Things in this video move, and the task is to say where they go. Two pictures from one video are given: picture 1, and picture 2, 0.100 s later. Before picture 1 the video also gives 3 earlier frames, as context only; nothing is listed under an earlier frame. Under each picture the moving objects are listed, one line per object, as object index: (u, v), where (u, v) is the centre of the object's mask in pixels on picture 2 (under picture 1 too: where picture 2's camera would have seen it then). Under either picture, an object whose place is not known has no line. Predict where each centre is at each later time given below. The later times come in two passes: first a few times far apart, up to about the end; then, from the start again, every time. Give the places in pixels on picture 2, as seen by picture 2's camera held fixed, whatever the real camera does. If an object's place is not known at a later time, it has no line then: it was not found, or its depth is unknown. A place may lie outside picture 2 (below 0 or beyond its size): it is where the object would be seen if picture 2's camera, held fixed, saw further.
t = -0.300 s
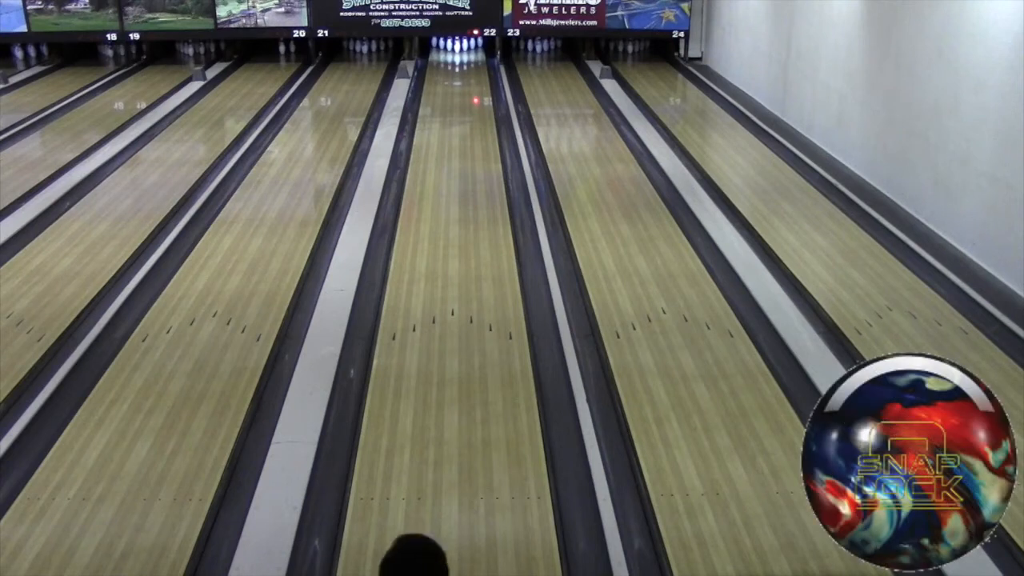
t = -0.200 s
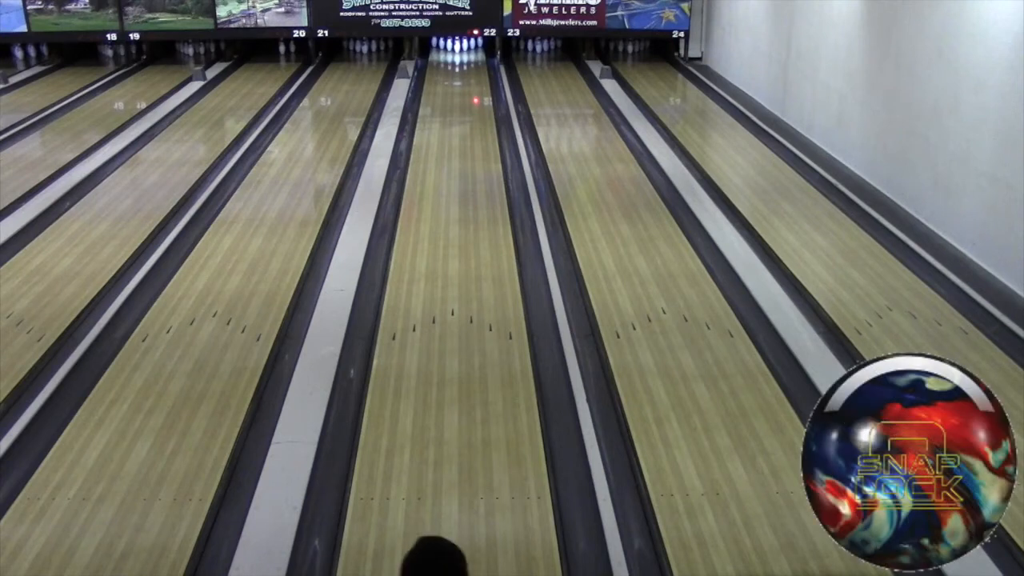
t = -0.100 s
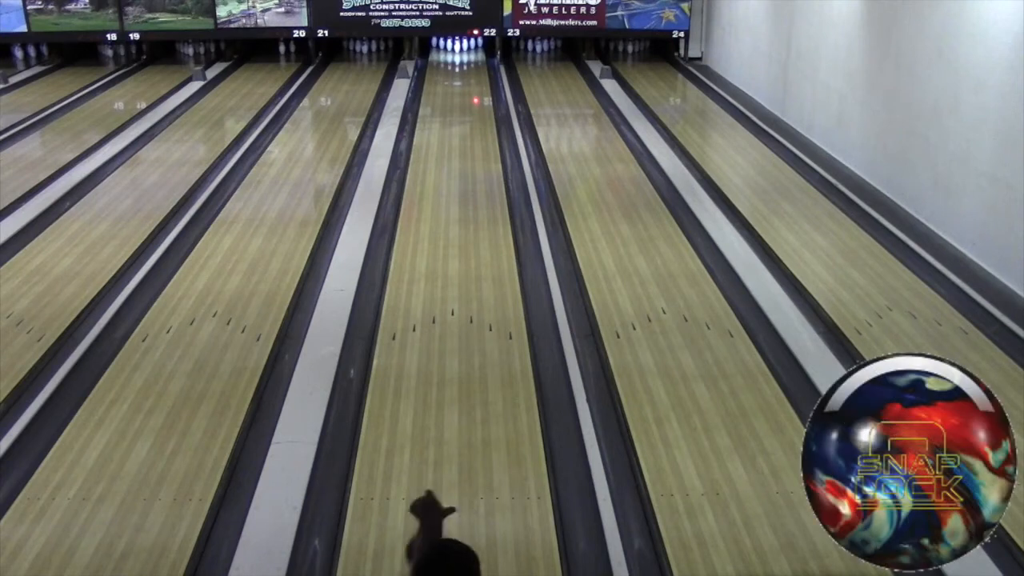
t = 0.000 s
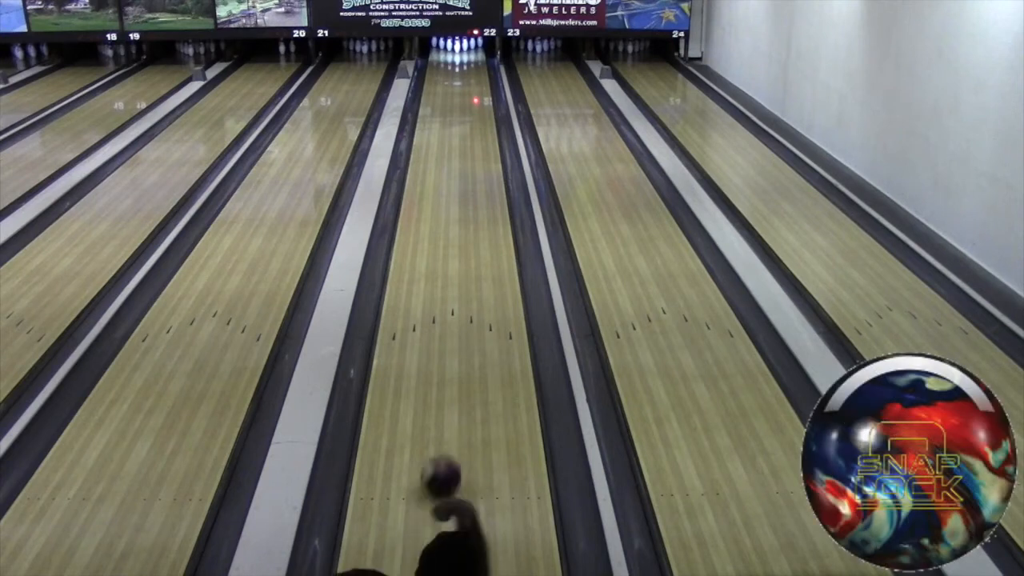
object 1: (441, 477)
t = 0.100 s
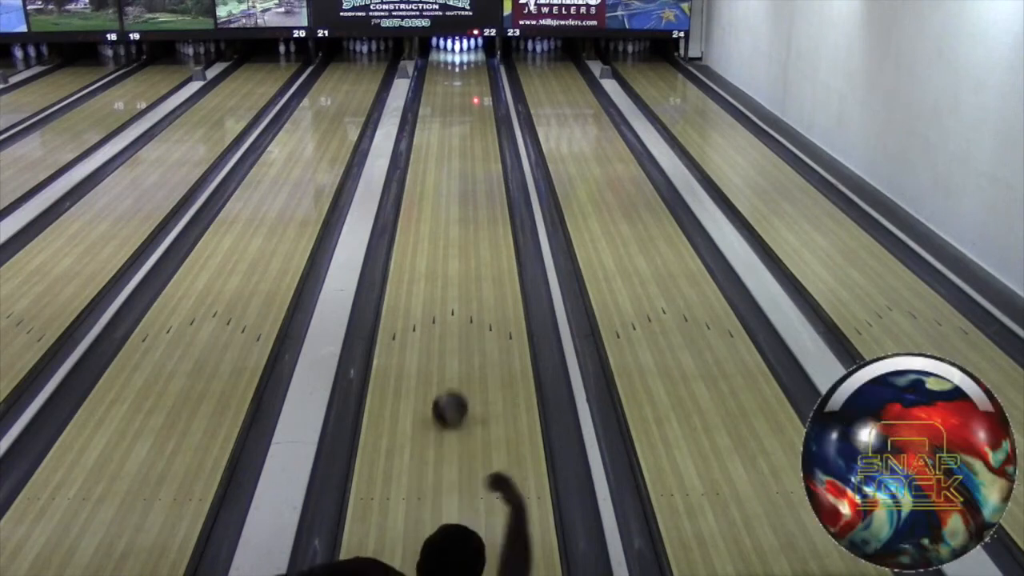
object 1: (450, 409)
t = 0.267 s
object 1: (461, 324)
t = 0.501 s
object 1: (471, 244)
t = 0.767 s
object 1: (478, 182)
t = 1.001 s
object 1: (482, 144)
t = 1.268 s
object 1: (484, 110)
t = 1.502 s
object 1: (482, 89)
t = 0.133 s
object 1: (453, 389)
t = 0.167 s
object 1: (455, 371)
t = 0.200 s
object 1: (457, 354)
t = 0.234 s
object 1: (459, 339)
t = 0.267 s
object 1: (461, 324)
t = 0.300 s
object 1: (463, 310)
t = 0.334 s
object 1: (464, 297)
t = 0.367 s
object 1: (466, 286)
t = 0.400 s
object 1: (468, 274)
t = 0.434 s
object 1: (469, 264)
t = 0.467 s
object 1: (470, 253)
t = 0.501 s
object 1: (471, 244)
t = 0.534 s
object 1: (472, 235)
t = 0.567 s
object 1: (473, 226)
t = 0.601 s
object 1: (474, 218)
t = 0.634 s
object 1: (475, 210)
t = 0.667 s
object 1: (476, 202)
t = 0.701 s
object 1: (476, 195)
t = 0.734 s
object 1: (477, 189)
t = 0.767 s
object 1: (478, 182)
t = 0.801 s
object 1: (479, 176)
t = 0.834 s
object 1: (479, 170)
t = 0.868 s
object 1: (480, 164)
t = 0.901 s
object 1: (480, 159)
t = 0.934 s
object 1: (481, 153)
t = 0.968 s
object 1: (481, 149)
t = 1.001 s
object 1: (482, 144)
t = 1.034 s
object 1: (482, 139)
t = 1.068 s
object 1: (482, 135)
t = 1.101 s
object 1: (483, 130)
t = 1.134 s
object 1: (483, 126)
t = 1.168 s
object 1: (483, 122)
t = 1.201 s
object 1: (483, 118)
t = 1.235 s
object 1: (484, 114)
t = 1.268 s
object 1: (484, 110)
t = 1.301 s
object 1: (484, 106)
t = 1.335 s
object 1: (484, 104)
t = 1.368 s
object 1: (483, 101)
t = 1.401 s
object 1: (484, 98)
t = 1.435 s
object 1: (483, 95)
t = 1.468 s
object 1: (483, 92)
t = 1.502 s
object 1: (482, 89)
